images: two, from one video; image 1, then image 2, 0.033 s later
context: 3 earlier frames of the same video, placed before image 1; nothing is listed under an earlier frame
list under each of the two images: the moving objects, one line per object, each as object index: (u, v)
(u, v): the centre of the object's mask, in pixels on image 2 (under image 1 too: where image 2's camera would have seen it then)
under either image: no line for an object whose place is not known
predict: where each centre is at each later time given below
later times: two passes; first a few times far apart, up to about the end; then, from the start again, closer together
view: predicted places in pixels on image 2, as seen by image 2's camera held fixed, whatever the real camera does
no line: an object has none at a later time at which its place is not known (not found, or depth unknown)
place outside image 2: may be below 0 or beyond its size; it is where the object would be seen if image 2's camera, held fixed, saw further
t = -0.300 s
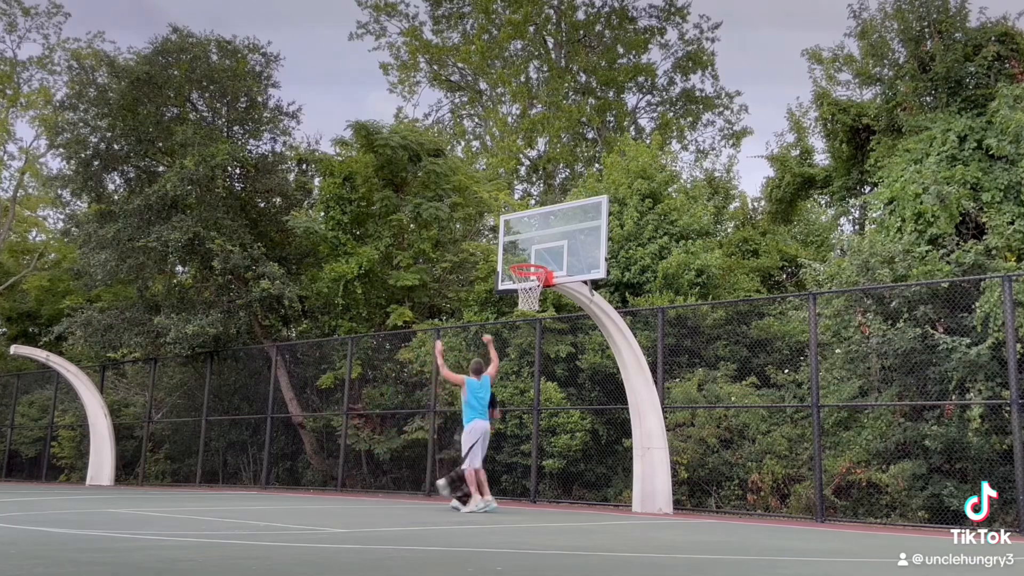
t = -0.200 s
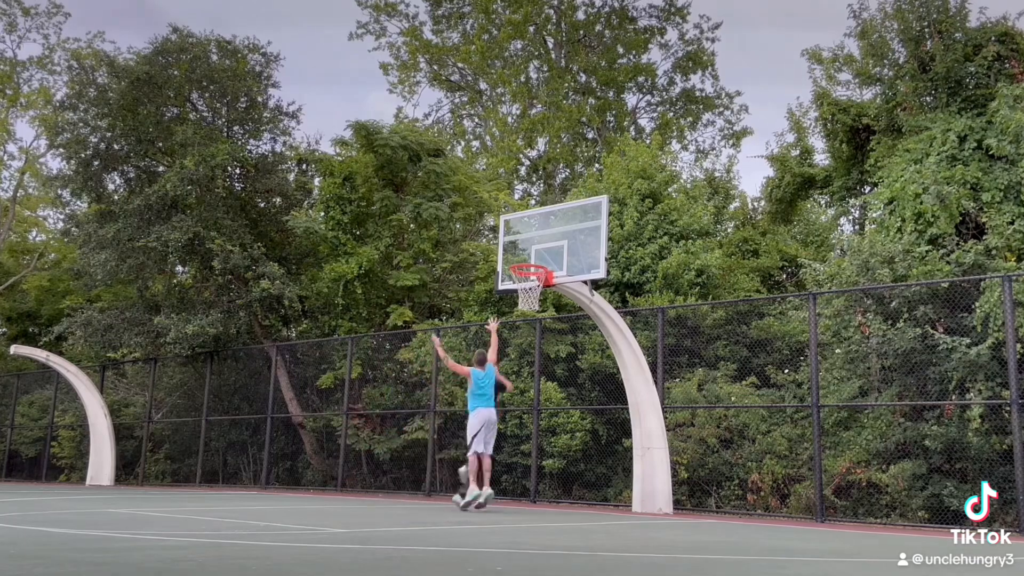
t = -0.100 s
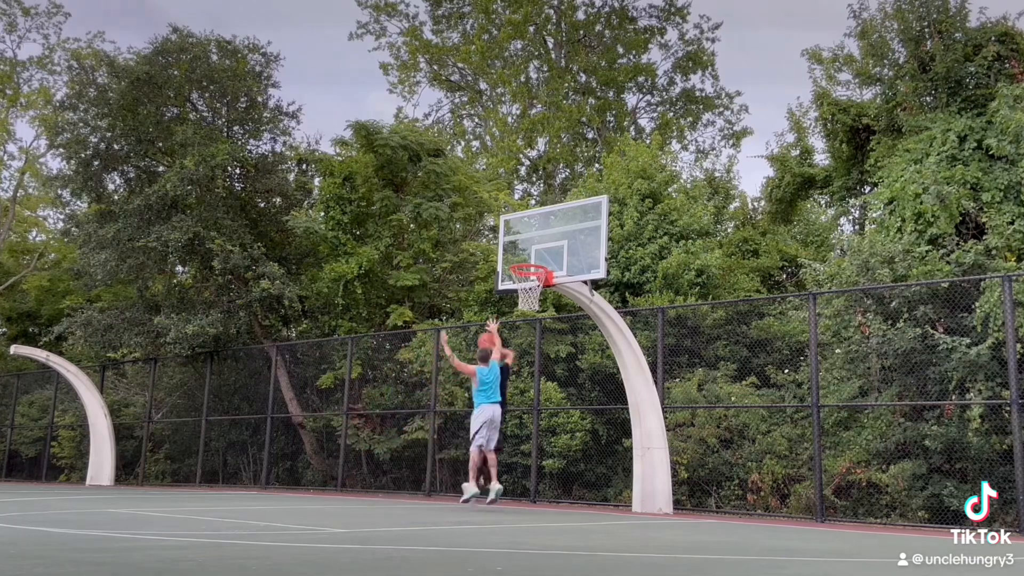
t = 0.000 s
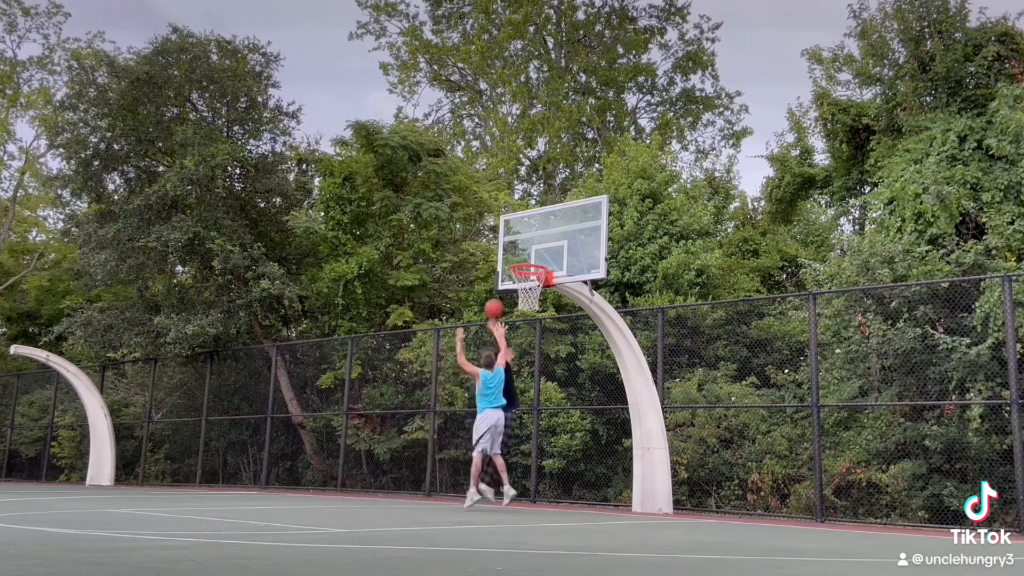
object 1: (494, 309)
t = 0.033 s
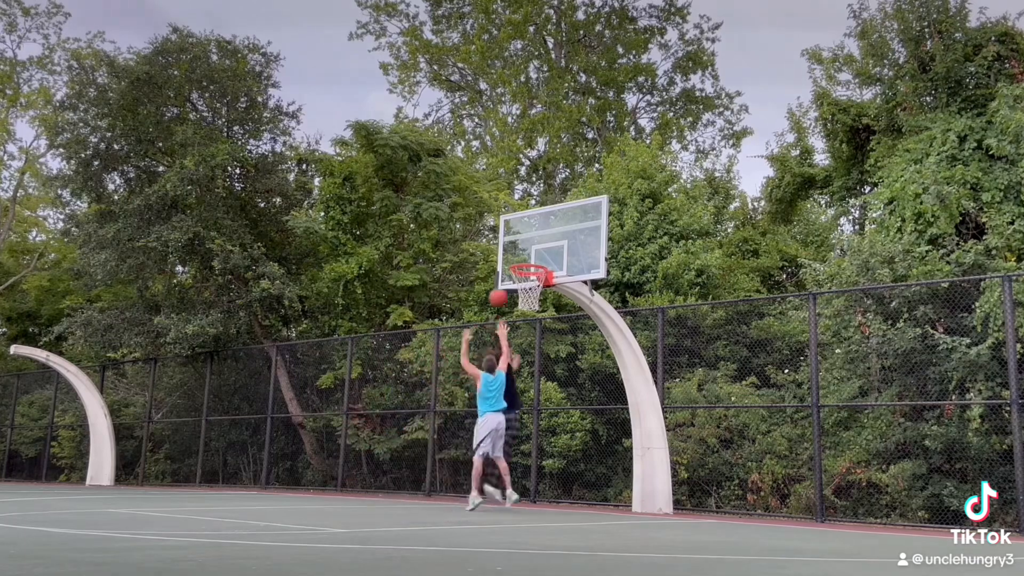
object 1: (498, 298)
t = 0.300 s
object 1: (533, 237)
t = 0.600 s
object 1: (540, 245)
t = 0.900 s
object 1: (525, 280)
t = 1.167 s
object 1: (540, 311)
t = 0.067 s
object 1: (503, 288)
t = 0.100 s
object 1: (505, 277)
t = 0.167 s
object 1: (516, 258)
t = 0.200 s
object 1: (521, 253)
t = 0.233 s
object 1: (524, 247)
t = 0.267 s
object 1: (529, 242)
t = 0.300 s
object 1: (533, 237)
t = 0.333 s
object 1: (538, 232)
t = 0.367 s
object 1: (539, 231)
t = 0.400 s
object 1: (539, 230)
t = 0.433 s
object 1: (539, 231)
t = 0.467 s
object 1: (539, 232)
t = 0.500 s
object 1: (539, 233)
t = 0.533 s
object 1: (539, 236)
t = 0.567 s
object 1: (539, 240)
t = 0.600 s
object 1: (540, 245)
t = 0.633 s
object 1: (540, 249)
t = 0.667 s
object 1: (540, 256)
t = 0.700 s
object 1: (540, 263)
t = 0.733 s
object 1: (536, 263)
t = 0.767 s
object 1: (529, 267)
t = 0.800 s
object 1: (523, 270)
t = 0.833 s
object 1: (521, 273)
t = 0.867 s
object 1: (522, 276)
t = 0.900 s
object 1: (525, 280)
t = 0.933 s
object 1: (529, 286)
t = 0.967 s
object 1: (531, 292)
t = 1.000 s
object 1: (535, 297)
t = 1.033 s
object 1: (535, 298)
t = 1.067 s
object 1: (537, 301)
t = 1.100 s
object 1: (538, 303)
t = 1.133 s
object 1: (539, 307)
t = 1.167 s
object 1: (540, 311)
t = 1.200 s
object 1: (541, 316)
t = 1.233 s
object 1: (542, 324)
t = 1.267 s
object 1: (543, 330)
